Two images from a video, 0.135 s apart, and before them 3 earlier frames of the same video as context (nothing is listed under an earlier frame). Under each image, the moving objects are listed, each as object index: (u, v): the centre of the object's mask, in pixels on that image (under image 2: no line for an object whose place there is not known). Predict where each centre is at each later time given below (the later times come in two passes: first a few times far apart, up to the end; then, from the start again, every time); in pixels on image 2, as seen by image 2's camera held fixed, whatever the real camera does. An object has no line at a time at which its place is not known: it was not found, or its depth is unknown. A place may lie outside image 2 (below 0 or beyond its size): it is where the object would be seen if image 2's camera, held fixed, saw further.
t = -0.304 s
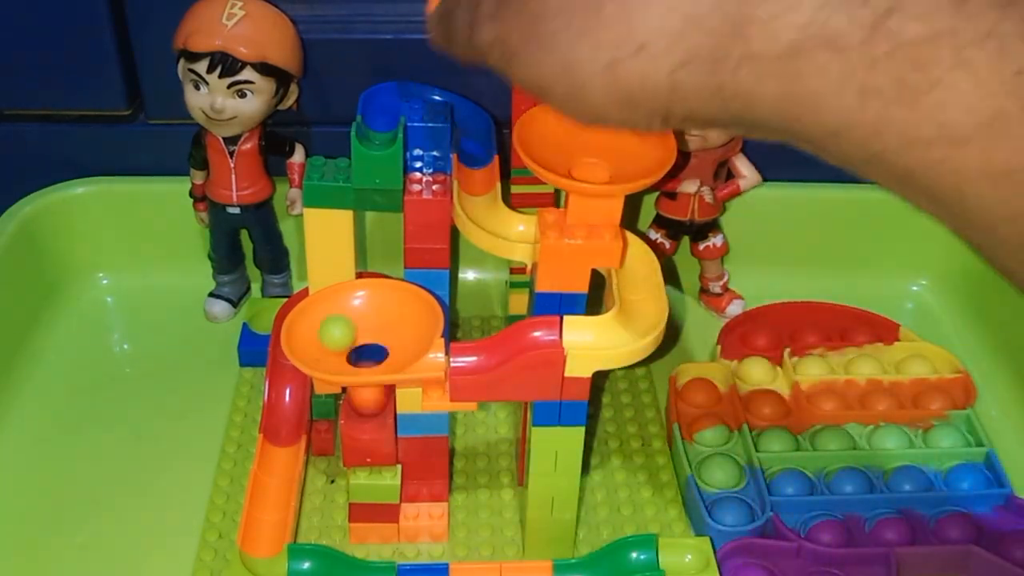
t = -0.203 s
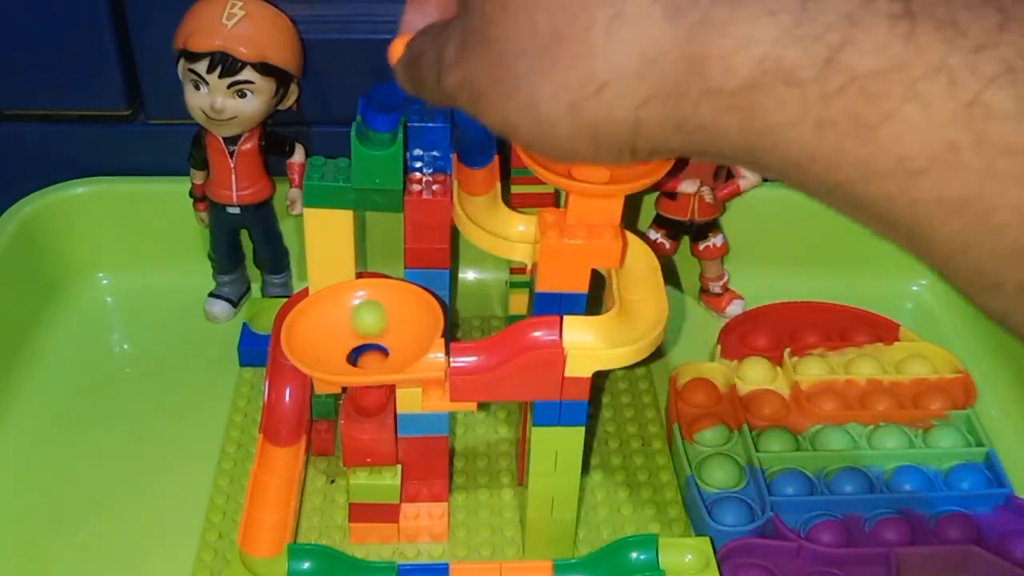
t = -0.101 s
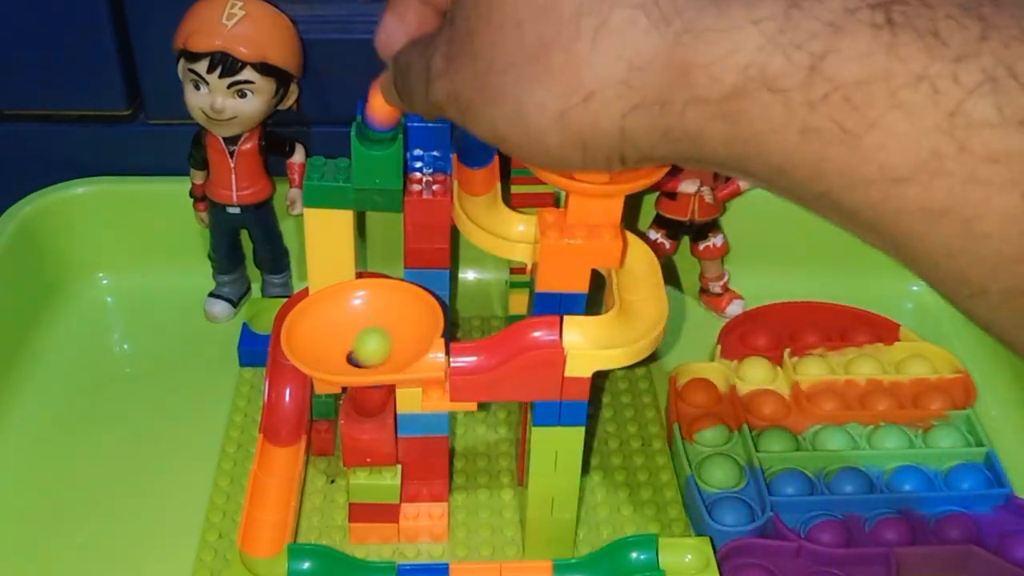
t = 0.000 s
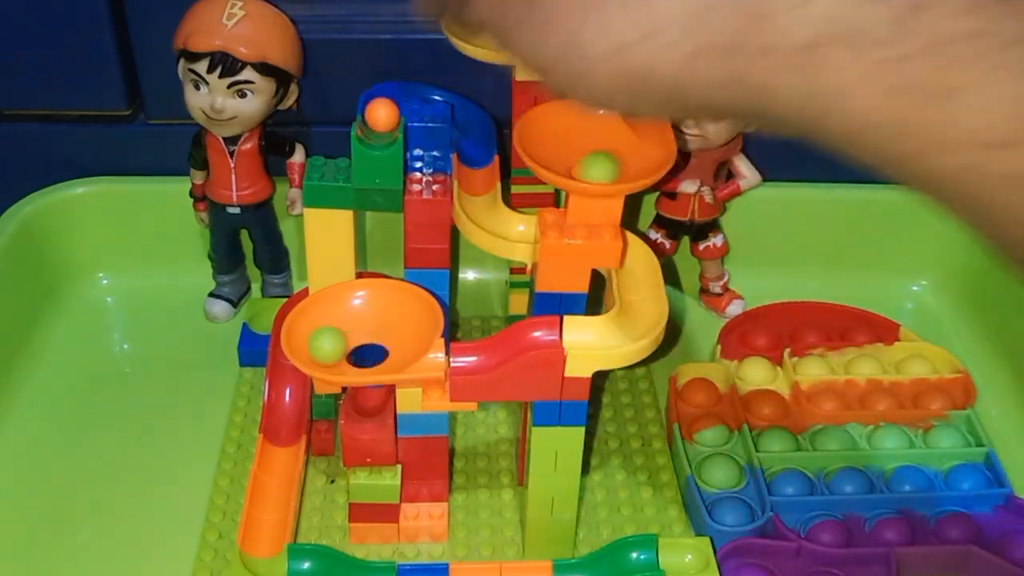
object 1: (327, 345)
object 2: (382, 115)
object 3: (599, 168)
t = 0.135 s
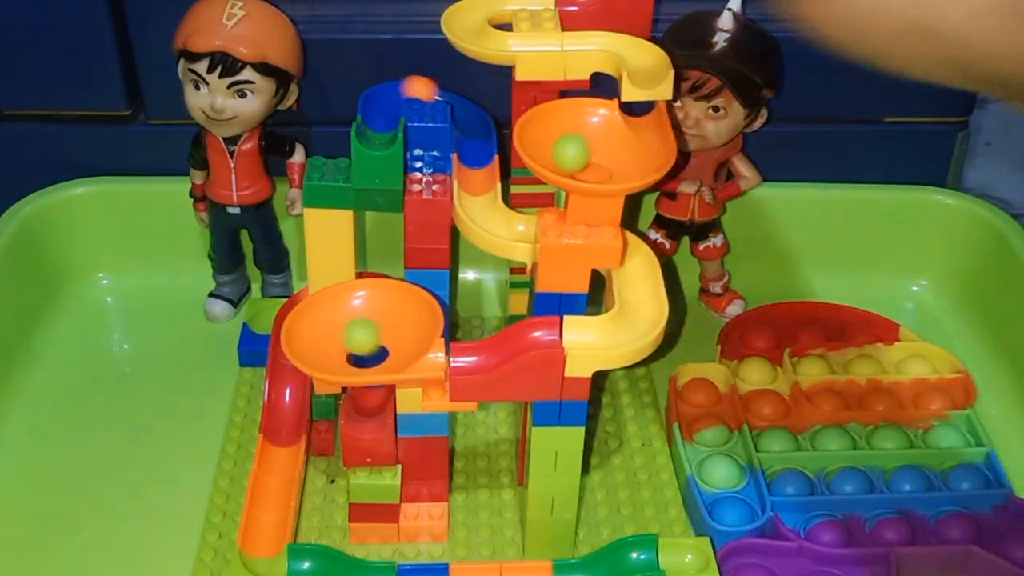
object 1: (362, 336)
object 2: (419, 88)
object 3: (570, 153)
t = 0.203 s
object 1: (366, 350)
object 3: (609, 133)
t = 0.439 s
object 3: (565, 161)
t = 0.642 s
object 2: (617, 330)
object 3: (639, 142)
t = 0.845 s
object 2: (430, 352)
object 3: (558, 155)
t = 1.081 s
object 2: (360, 307)
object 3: (630, 165)
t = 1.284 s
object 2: (348, 358)
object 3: (590, 136)
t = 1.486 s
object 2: (386, 315)
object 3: (606, 168)
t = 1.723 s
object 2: (319, 340)
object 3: (623, 159)
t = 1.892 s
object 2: (393, 324)
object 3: (585, 162)
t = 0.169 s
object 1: (373, 344)
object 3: (587, 142)
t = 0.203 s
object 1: (366, 350)
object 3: (609, 133)
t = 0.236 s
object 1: (356, 353)
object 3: (626, 129)
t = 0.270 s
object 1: (346, 353)
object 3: (636, 134)
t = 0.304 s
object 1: (340, 350)
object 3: (636, 147)
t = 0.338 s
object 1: (338, 345)
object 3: (623, 161)
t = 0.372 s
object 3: (603, 167)
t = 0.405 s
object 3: (582, 166)
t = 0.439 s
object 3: (565, 161)
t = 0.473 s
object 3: (557, 156)
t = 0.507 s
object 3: (560, 154)
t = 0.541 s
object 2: (637, 271)
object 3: (575, 148)
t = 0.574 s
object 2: (641, 294)
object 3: (598, 144)
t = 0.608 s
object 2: (641, 316)
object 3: (621, 142)
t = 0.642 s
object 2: (617, 330)
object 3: (639, 142)
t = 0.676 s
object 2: (583, 334)
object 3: (643, 147)
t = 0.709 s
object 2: (553, 331)
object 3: (636, 157)
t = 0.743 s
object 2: (525, 336)
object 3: (617, 165)
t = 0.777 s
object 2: (491, 352)
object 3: (593, 167)
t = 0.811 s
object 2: (451, 352)
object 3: (572, 161)
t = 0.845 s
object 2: (430, 352)
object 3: (558, 155)
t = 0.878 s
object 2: (396, 360)
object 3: (554, 150)
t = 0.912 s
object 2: (368, 360)
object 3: (562, 148)
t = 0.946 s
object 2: (341, 358)
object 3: (580, 148)
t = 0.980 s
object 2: (316, 341)
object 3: (603, 153)
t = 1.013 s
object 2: (313, 318)
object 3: (620, 159)
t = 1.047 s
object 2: (329, 306)
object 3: (630, 163)
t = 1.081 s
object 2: (360, 307)
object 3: (630, 165)
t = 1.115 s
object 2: (387, 313)
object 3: (621, 166)
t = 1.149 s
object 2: (406, 325)
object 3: (607, 167)
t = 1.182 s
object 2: (409, 339)
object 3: (590, 163)
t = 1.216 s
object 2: (396, 354)
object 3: (579, 155)
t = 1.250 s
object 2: (369, 359)
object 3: (582, 143)
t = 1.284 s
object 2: (348, 358)
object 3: (590, 136)
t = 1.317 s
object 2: (323, 351)
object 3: (601, 136)
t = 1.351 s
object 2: (312, 333)
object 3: (610, 142)
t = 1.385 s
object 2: (320, 320)
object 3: (616, 152)
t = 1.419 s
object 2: (338, 312)
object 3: (618, 161)
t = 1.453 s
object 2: (364, 308)
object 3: (614, 166)
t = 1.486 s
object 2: (386, 315)
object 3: (606, 168)
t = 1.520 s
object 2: (401, 327)
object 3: (596, 168)
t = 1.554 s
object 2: (403, 341)
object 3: (586, 166)
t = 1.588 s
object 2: (389, 354)
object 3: (580, 161)
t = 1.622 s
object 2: (368, 358)
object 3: (581, 156)
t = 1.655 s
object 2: (350, 358)
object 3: (595, 152)
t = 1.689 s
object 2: (328, 353)
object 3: (612, 154)
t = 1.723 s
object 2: (319, 340)
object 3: (623, 159)
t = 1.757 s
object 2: (323, 323)
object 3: (626, 162)
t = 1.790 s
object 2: (336, 314)
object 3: (623, 165)
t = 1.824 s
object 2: (360, 311)
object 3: (613, 166)
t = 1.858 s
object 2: (379, 315)
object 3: (598, 165)
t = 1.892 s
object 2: (393, 324)
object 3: (585, 162)
